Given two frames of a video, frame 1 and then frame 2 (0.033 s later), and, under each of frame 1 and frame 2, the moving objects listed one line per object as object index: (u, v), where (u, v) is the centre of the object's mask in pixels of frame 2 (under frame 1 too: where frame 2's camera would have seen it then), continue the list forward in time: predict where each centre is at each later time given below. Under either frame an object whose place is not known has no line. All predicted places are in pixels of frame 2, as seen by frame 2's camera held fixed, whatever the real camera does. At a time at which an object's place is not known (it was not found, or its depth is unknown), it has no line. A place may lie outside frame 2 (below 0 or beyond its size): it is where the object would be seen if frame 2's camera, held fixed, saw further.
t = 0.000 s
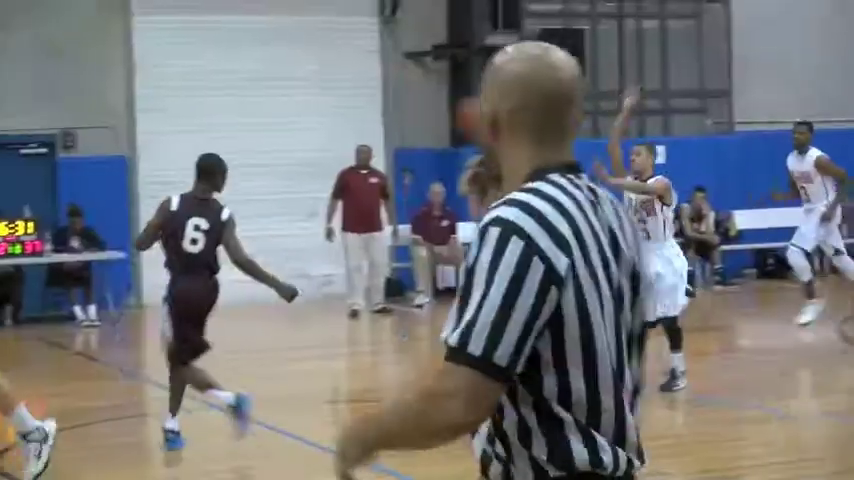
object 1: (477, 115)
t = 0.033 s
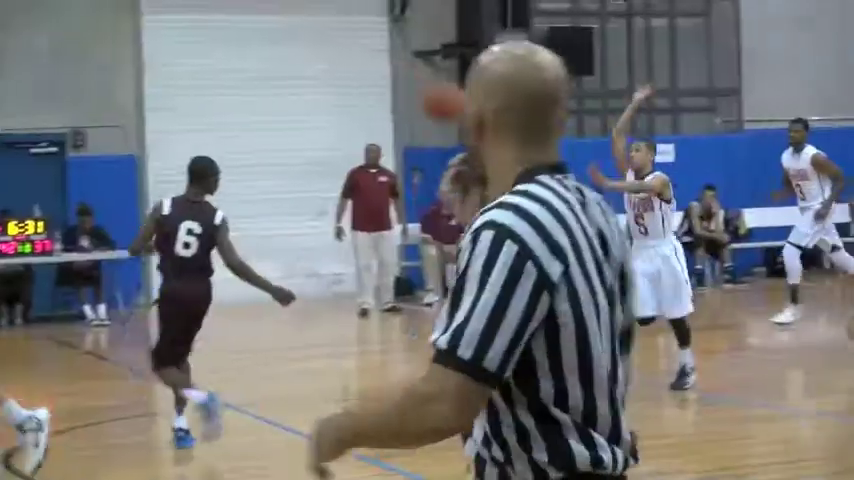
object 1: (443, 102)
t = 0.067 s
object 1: (399, 86)
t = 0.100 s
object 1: (351, 69)
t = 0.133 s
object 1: (303, 53)
